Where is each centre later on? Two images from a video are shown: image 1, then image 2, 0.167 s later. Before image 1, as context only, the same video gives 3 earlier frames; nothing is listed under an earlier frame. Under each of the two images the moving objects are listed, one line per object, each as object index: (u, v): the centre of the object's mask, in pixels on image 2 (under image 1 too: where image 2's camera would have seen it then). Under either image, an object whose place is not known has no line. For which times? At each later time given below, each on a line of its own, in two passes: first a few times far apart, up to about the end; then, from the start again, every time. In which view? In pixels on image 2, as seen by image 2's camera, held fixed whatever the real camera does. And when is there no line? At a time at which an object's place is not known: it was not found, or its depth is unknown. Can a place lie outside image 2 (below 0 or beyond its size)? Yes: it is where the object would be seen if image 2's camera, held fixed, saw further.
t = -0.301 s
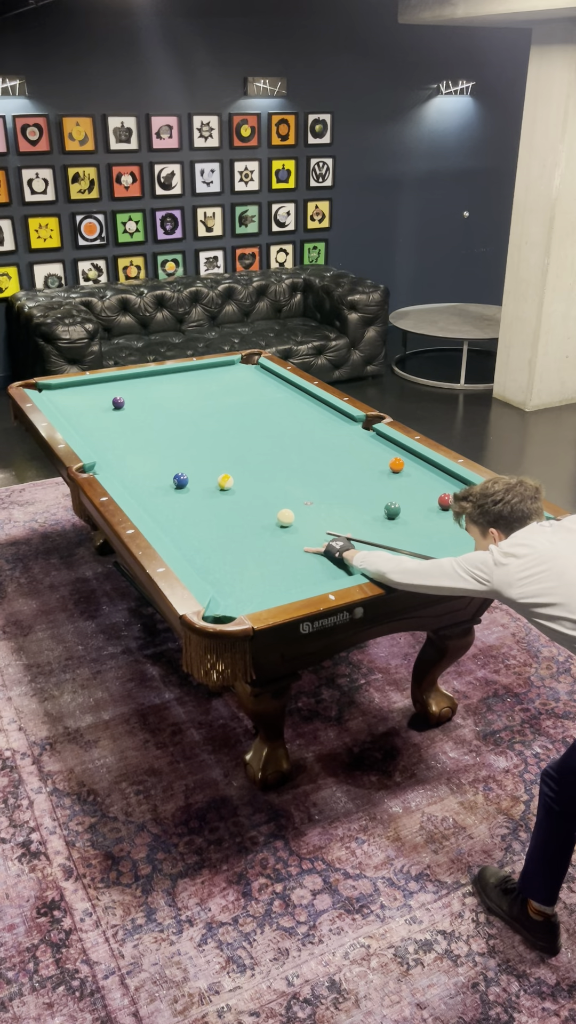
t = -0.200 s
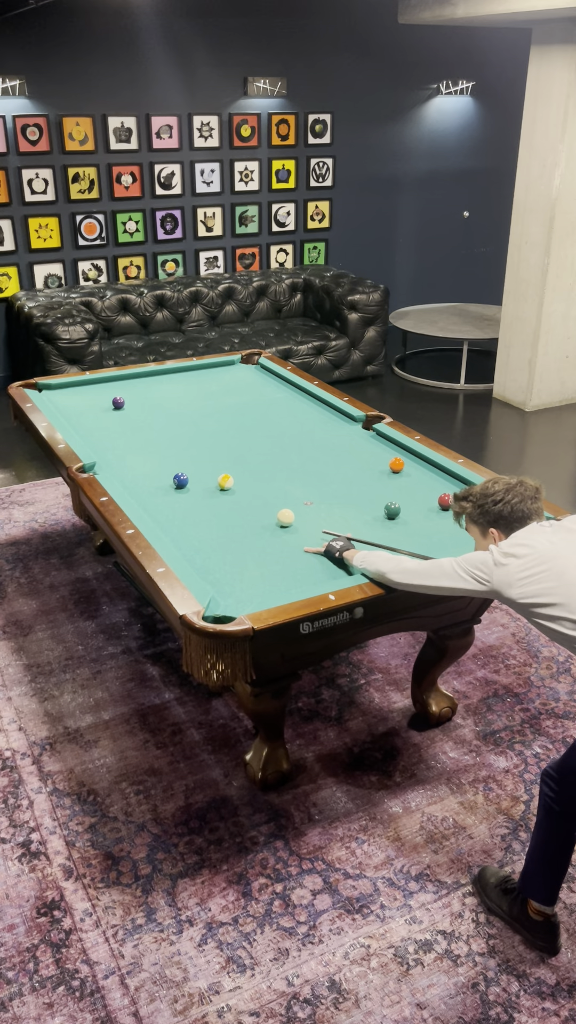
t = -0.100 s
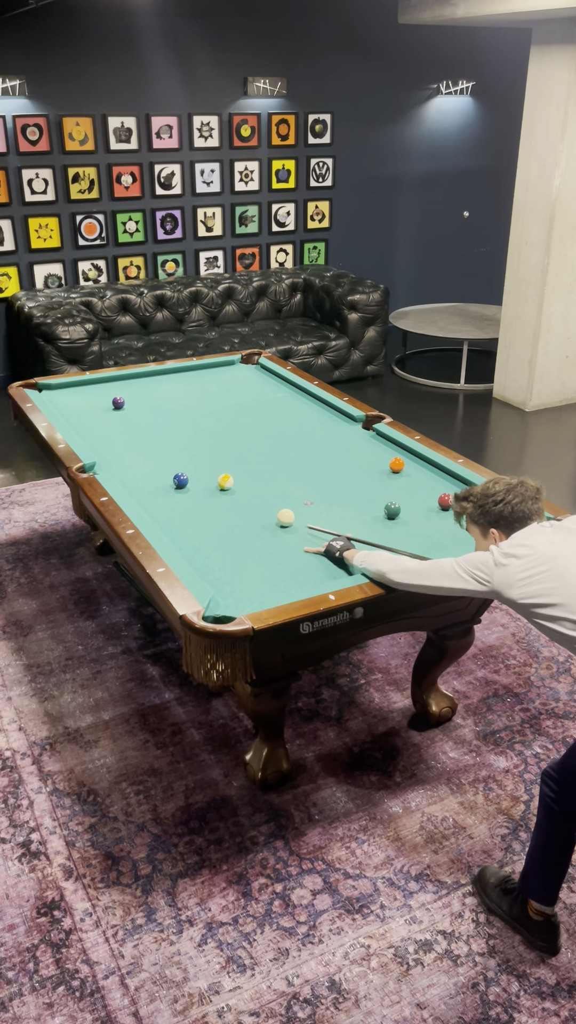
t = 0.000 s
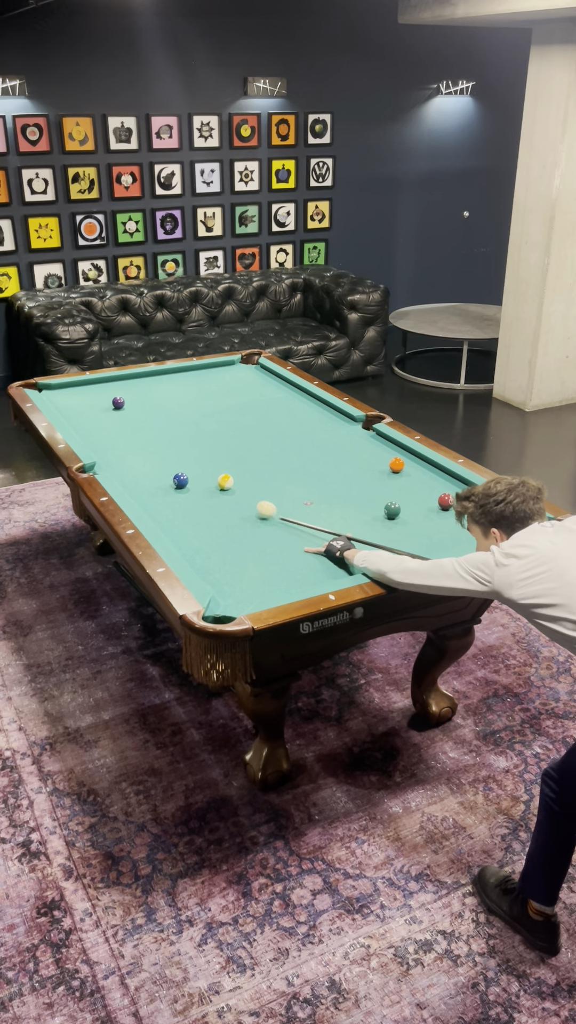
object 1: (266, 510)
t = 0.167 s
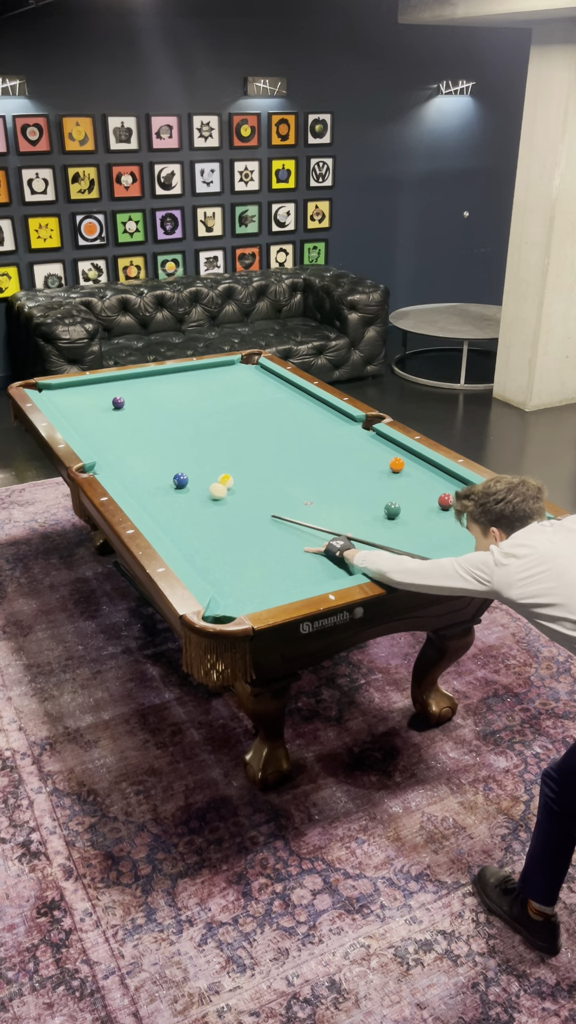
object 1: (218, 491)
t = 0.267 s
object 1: (197, 483)
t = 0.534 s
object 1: (195, 472)
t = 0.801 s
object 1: (192, 463)
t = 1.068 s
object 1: (190, 454)
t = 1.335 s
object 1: (187, 446)
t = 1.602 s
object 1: (185, 439)
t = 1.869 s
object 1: (184, 433)
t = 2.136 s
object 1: (183, 428)
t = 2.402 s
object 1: (182, 423)
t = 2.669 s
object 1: (181, 419)
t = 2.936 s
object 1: (180, 416)
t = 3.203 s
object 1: (179, 413)
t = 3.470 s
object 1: (179, 411)
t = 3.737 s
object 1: (179, 409)
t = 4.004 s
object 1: (179, 408)
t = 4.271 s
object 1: (179, 407)
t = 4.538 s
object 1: (178, 407)
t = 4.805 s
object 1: (178, 407)
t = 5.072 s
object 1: (178, 407)
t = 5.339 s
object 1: (178, 407)
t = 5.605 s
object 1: (178, 407)
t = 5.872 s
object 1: (178, 407)
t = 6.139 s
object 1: (178, 407)
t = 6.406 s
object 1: (178, 407)
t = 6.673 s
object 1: (178, 407)
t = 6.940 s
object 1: (178, 407)
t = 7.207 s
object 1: (178, 407)
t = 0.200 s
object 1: (210, 488)
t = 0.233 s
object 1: (203, 486)
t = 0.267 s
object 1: (197, 483)
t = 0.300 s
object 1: (195, 482)
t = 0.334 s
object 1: (196, 480)
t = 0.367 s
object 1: (196, 479)
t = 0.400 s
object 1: (196, 478)
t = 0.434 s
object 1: (195, 476)
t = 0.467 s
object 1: (195, 475)
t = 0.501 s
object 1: (195, 474)
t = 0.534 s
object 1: (195, 472)
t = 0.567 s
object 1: (194, 471)
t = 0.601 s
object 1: (194, 470)
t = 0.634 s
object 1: (194, 469)
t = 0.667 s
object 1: (193, 467)
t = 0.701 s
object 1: (193, 466)
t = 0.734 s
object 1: (193, 465)
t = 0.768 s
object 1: (192, 464)
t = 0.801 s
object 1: (192, 463)
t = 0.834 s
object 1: (192, 461)
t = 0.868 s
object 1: (192, 460)
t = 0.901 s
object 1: (191, 459)
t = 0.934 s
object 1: (191, 458)
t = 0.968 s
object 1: (191, 457)
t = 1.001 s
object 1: (190, 456)
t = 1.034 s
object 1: (190, 455)
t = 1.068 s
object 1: (190, 454)
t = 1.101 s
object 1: (189, 453)
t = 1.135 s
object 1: (189, 452)
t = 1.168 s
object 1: (189, 451)
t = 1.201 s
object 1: (188, 450)
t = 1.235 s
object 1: (188, 449)
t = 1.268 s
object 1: (188, 448)
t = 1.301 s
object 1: (188, 447)
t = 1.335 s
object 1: (187, 446)
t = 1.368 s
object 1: (187, 445)
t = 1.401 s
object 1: (187, 444)
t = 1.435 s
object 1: (187, 443)
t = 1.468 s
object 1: (186, 442)
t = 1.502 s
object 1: (186, 442)
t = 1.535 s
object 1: (186, 441)
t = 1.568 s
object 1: (186, 440)
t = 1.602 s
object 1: (185, 439)
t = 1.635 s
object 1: (185, 438)
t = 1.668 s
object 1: (185, 438)
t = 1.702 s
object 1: (185, 437)
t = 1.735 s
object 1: (184, 436)
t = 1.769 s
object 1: (184, 435)
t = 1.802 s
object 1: (184, 435)
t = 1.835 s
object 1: (184, 434)
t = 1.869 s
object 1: (184, 433)
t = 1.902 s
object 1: (184, 432)
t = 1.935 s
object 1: (184, 432)
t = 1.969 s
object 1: (184, 431)
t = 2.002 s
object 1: (183, 430)
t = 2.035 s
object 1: (183, 430)
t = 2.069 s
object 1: (183, 429)
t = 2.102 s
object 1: (183, 428)
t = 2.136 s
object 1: (183, 428)
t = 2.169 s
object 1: (183, 427)
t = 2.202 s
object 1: (183, 426)
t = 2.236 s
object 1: (182, 426)
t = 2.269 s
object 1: (182, 425)
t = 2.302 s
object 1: (182, 425)
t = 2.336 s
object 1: (182, 424)
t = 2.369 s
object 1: (182, 424)
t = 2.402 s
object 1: (182, 423)
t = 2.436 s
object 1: (182, 423)
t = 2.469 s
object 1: (181, 422)
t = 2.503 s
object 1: (181, 421)
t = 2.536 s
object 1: (181, 421)
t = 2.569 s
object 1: (181, 421)
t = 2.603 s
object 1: (181, 420)
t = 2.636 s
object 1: (181, 420)
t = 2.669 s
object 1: (181, 419)
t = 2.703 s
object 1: (181, 419)
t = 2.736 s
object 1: (181, 418)
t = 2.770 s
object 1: (180, 418)
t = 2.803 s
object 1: (180, 417)
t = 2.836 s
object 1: (180, 417)
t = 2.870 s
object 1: (180, 417)
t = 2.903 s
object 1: (180, 416)
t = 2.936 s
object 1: (180, 416)
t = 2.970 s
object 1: (180, 415)
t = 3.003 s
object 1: (180, 415)
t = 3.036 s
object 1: (180, 415)
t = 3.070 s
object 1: (180, 414)
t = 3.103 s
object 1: (180, 414)
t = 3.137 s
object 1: (180, 414)
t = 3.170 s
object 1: (180, 413)
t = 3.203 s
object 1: (179, 413)
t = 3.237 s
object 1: (179, 413)
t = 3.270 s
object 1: (179, 412)
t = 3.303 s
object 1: (179, 412)
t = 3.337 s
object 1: (179, 412)
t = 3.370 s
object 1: (179, 412)
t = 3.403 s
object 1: (179, 411)
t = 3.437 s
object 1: (179, 411)
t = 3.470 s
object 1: (179, 411)
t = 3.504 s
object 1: (179, 411)
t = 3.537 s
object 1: (179, 410)
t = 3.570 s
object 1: (179, 410)
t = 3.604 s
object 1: (179, 410)
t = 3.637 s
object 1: (179, 410)
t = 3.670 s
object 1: (179, 410)
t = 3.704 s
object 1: (179, 409)
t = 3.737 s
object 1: (179, 409)
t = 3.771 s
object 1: (179, 409)
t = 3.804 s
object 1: (179, 409)
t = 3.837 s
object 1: (179, 409)
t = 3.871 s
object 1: (179, 408)
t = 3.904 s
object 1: (179, 408)
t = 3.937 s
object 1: (179, 408)
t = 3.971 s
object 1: (179, 408)
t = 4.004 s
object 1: (179, 408)
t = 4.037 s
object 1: (179, 408)
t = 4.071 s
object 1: (179, 408)
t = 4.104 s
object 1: (179, 407)
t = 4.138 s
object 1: (179, 407)
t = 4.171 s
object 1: (179, 407)
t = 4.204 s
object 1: (179, 407)
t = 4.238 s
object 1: (179, 407)
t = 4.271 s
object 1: (179, 407)
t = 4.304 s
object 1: (178, 407)
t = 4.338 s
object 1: (178, 407)
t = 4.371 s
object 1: (178, 407)
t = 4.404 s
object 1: (178, 407)
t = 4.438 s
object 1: (178, 407)
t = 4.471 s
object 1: (178, 407)
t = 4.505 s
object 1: (178, 407)
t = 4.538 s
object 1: (178, 407)
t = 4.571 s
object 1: (178, 407)
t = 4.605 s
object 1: (178, 407)
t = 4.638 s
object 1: (178, 407)
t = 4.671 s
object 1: (178, 407)
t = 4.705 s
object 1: (178, 407)
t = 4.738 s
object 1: (178, 407)
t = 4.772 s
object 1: (178, 407)
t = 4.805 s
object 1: (178, 407)
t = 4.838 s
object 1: (178, 407)
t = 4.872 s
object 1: (178, 407)
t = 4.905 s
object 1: (178, 407)
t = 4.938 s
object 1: (178, 407)
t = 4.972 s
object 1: (178, 407)
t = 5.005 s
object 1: (178, 407)
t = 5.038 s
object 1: (178, 407)
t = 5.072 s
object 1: (178, 407)
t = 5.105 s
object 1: (178, 407)
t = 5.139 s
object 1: (178, 407)
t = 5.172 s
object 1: (178, 407)
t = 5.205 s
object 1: (178, 407)
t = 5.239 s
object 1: (178, 407)
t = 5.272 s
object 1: (178, 407)
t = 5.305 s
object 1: (178, 407)
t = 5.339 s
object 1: (178, 407)
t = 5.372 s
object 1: (178, 407)
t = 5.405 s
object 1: (178, 407)
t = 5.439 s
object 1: (178, 407)
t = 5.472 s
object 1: (178, 407)
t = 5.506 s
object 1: (178, 407)
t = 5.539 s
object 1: (178, 407)
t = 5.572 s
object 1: (178, 407)
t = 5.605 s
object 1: (178, 407)
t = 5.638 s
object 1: (178, 407)
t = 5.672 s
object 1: (178, 407)
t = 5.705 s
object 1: (178, 407)
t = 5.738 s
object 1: (178, 407)
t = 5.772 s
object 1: (178, 407)
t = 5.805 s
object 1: (178, 407)
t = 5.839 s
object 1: (178, 407)
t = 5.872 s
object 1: (178, 407)
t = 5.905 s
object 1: (178, 407)
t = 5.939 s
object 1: (178, 407)
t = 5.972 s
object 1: (178, 407)
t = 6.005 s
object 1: (178, 407)
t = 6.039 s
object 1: (178, 407)
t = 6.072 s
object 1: (178, 407)
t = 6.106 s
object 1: (178, 407)
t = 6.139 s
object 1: (178, 407)
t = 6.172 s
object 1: (178, 407)
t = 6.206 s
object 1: (178, 407)
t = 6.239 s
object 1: (178, 407)
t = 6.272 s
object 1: (178, 407)
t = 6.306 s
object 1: (178, 407)
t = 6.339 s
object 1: (178, 407)
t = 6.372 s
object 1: (178, 407)
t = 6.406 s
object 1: (178, 407)
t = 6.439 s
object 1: (178, 407)
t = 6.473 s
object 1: (178, 407)
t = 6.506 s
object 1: (178, 407)
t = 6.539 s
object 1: (178, 407)
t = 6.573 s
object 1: (178, 407)
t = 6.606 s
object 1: (178, 407)
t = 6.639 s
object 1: (178, 407)
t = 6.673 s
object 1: (178, 407)
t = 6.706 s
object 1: (178, 407)
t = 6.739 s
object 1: (178, 407)
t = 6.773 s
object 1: (178, 407)
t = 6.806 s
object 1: (178, 407)
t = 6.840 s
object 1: (178, 407)
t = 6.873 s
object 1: (178, 407)
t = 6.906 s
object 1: (178, 407)
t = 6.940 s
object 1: (178, 407)
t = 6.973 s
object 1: (178, 407)
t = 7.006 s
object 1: (178, 407)
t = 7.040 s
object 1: (178, 407)
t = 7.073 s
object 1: (178, 407)
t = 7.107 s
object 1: (178, 407)
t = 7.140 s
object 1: (178, 407)
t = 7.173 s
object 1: (178, 407)
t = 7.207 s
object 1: (178, 407)
